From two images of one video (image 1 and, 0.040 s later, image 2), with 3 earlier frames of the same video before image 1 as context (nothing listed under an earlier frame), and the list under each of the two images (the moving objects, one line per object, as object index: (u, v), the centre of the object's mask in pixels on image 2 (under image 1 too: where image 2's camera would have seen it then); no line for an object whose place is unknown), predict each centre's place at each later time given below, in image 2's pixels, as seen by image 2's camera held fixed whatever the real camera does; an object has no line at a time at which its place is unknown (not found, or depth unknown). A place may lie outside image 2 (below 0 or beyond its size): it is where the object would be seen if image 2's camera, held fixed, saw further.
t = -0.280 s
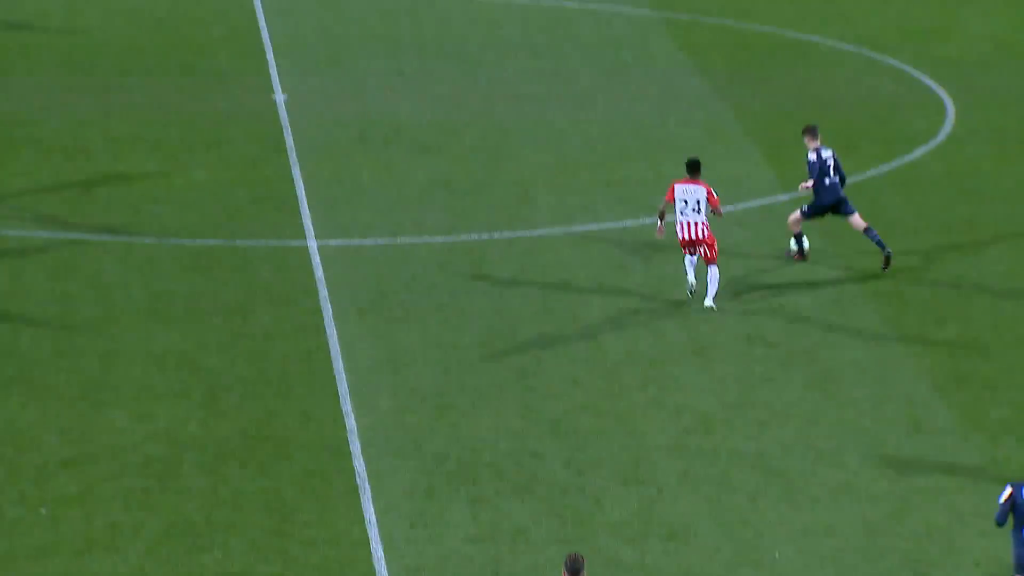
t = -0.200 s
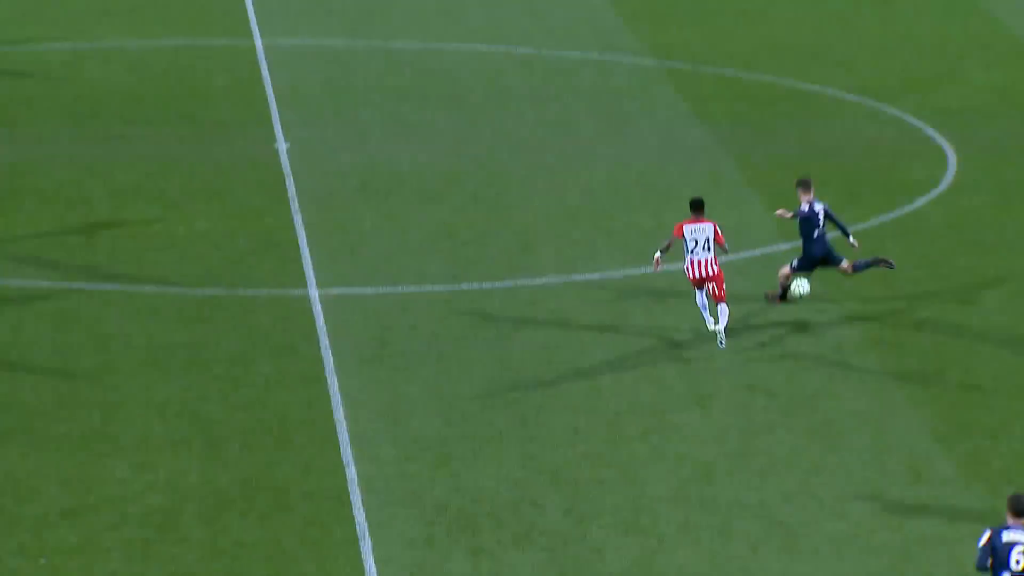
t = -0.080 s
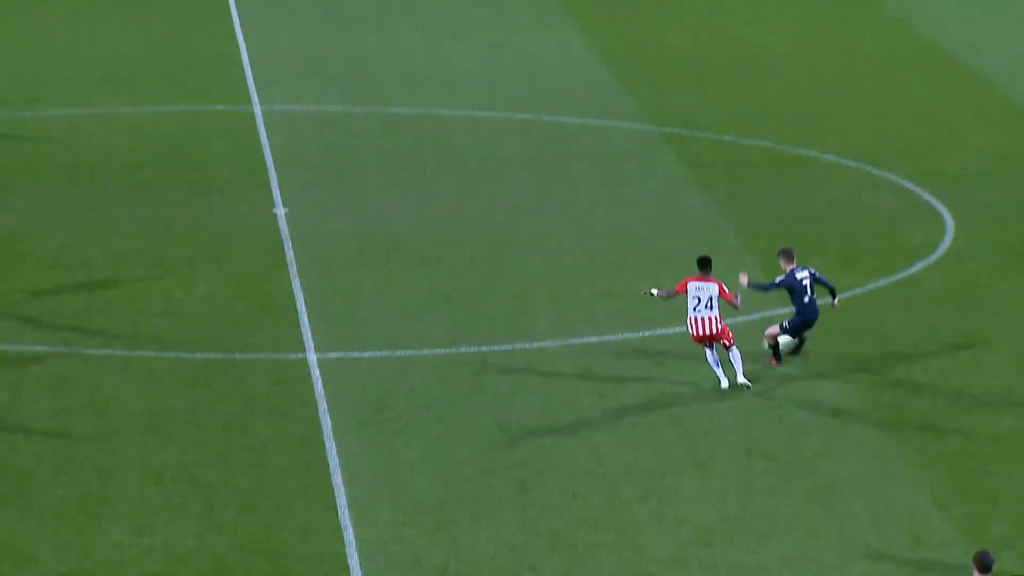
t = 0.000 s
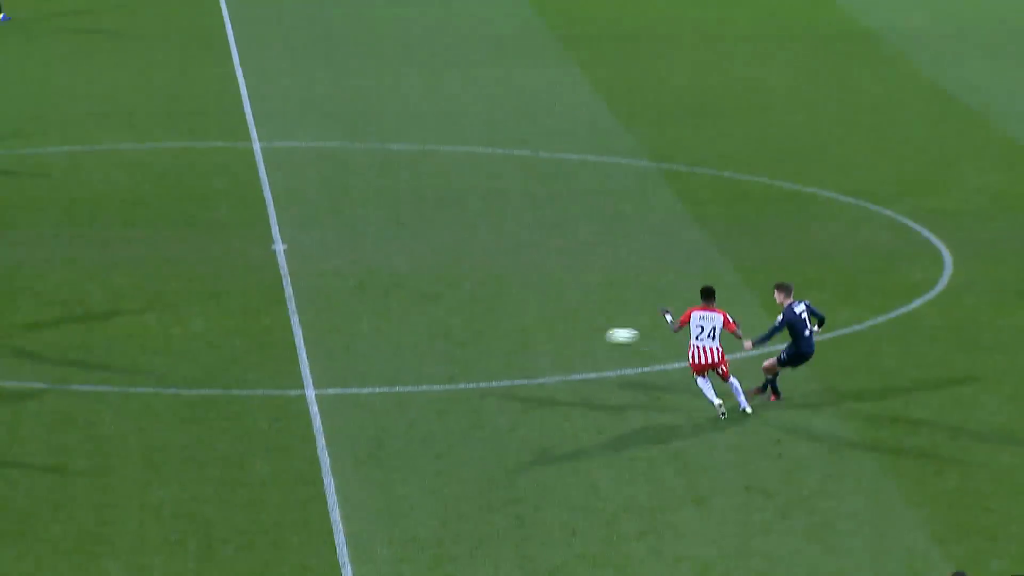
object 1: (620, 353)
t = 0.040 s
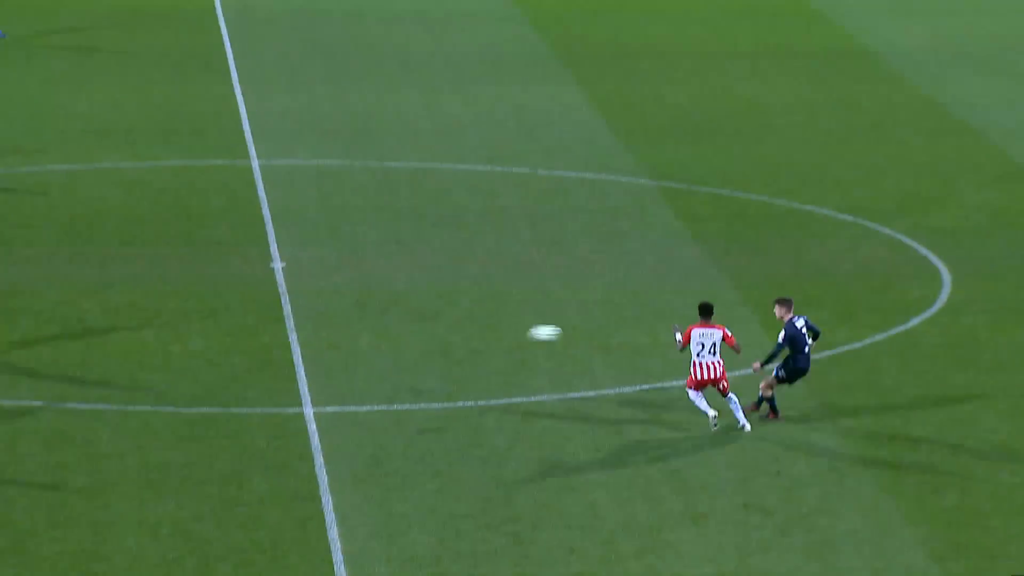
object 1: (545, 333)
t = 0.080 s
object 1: (471, 313)
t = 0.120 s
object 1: (398, 294)
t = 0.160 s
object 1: (327, 274)
